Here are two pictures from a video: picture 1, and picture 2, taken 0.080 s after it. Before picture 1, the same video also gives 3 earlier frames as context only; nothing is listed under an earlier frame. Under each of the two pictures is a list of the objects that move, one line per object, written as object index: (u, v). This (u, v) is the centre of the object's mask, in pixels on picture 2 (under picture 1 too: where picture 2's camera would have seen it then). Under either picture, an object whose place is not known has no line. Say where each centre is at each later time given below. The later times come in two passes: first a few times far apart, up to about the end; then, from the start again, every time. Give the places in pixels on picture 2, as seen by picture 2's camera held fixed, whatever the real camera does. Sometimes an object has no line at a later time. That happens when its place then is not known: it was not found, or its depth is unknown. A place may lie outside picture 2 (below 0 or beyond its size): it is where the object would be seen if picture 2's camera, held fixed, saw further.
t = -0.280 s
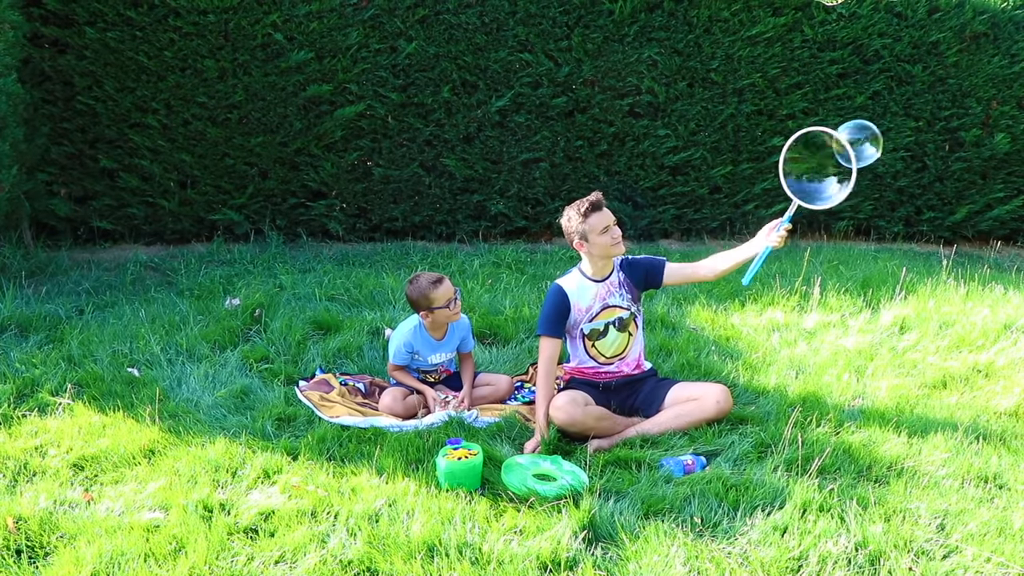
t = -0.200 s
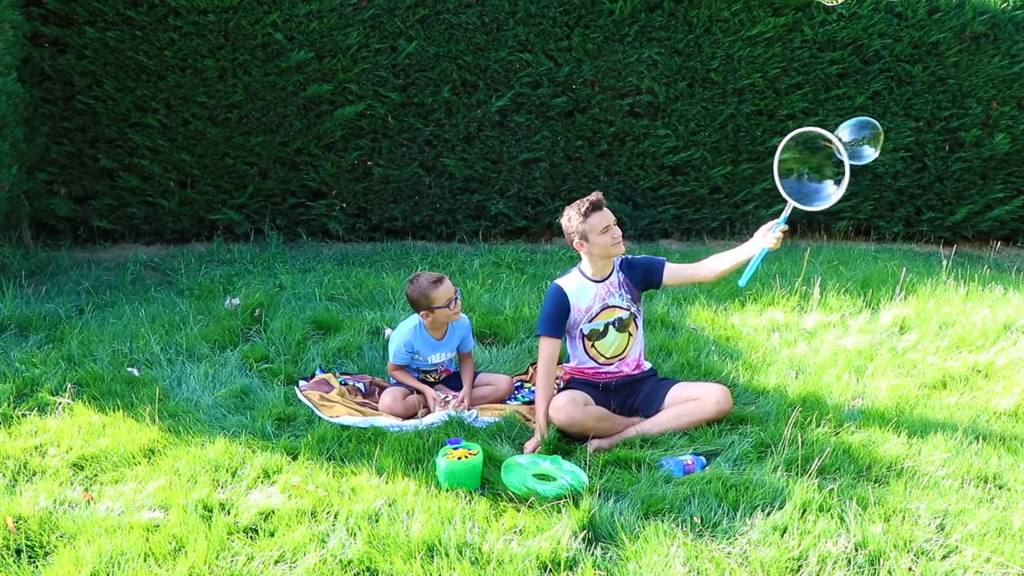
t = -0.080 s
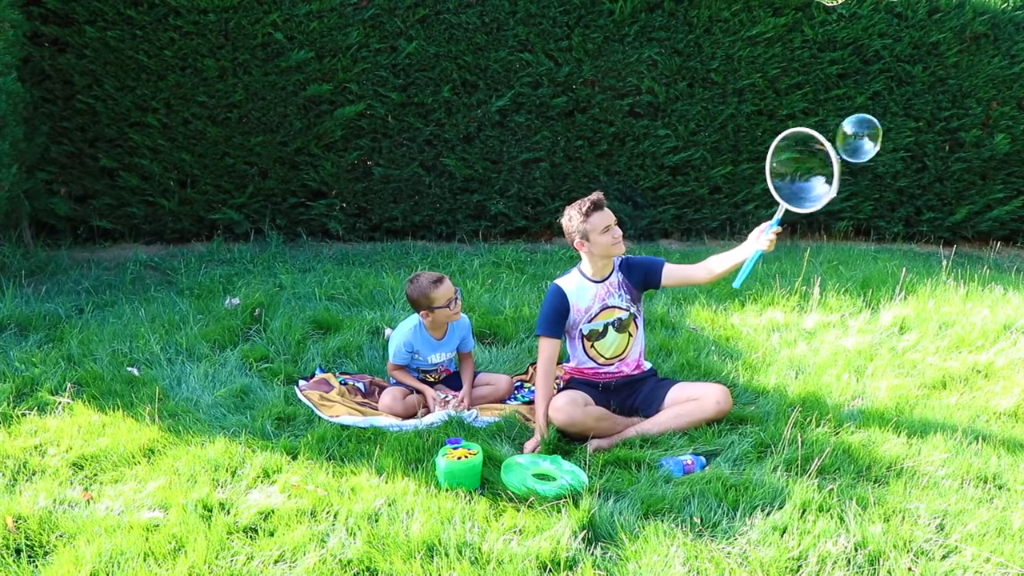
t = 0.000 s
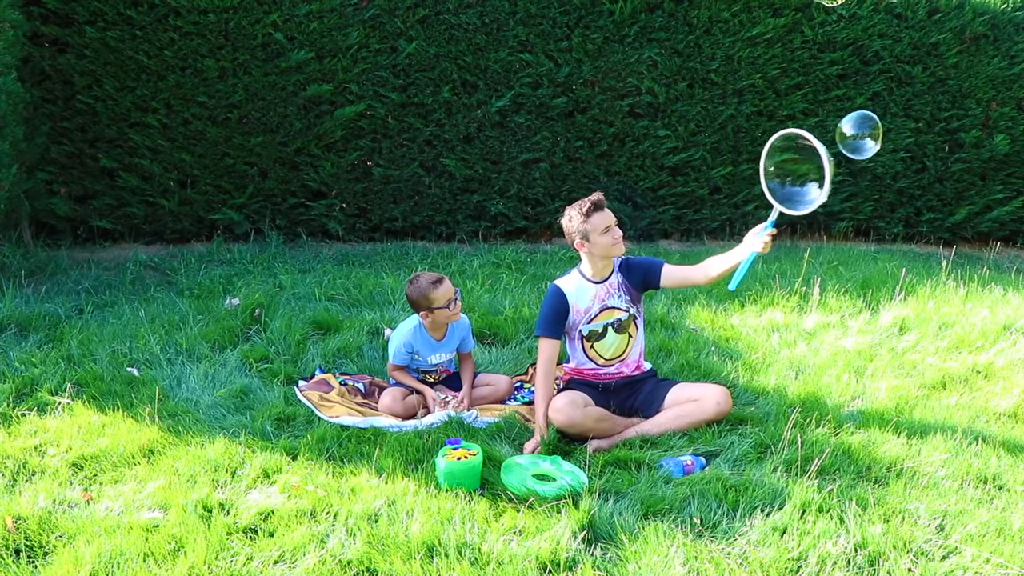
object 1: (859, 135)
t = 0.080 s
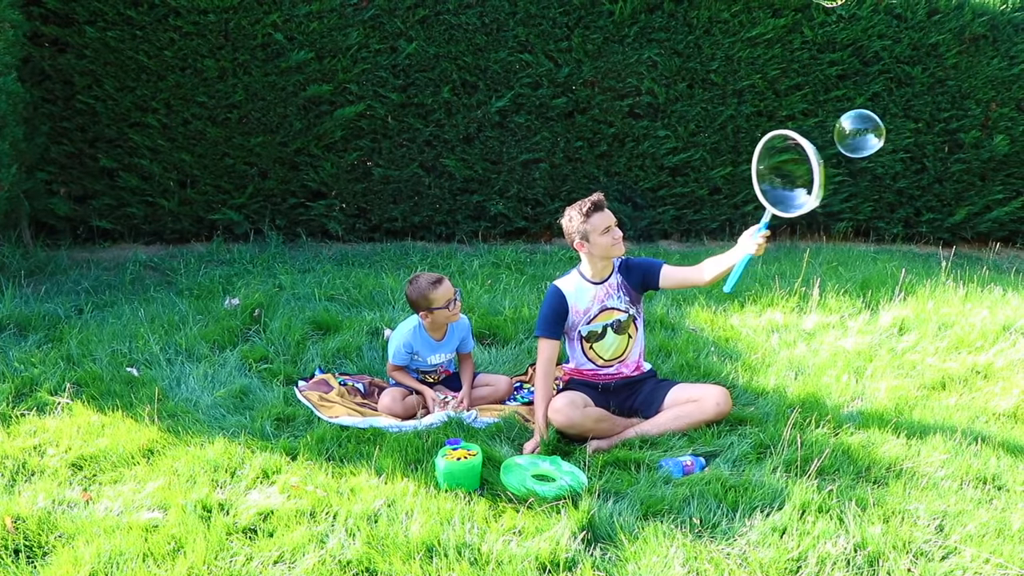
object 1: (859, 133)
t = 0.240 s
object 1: (859, 128)
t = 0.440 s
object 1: (860, 122)
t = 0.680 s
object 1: (860, 119)
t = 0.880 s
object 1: (859, 120)
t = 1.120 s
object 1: (856, 125)
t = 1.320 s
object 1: (853, 134)
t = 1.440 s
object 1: (850, 140)
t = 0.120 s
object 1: (860, 132)
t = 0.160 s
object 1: (860, 130)
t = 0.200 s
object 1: (860, 128)
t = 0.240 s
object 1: (859, 128)
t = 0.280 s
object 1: (860, 127)
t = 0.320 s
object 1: (860, 125)
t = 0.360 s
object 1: (860, 124)
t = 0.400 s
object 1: (860, 123)
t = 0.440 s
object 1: (860, 122)
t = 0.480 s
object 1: (860, 122)
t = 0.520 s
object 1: (860, 120)
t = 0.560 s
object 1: (860, 119)
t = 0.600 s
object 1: (859, 119)
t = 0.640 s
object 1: (859, 119)
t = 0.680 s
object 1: (860, 119)
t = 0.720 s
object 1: (860, 118)
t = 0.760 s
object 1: (859, 118)
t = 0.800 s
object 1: (858, 118)
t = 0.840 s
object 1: (858, 119)
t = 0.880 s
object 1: (859, 120)
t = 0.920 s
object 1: (858, 120)
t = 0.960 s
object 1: (858, 121)
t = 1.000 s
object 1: (857, 122)
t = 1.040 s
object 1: (857, 123)
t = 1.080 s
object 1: (857, 124)
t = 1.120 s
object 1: (856, 125)
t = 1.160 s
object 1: (855, 127)
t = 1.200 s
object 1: (855, 129)
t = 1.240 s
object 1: (854, 130)
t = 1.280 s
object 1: (854, 132)
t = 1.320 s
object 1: (853, 134)
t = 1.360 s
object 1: (852, 135)
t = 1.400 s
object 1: (851, 138)
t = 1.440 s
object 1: (850, 140)
